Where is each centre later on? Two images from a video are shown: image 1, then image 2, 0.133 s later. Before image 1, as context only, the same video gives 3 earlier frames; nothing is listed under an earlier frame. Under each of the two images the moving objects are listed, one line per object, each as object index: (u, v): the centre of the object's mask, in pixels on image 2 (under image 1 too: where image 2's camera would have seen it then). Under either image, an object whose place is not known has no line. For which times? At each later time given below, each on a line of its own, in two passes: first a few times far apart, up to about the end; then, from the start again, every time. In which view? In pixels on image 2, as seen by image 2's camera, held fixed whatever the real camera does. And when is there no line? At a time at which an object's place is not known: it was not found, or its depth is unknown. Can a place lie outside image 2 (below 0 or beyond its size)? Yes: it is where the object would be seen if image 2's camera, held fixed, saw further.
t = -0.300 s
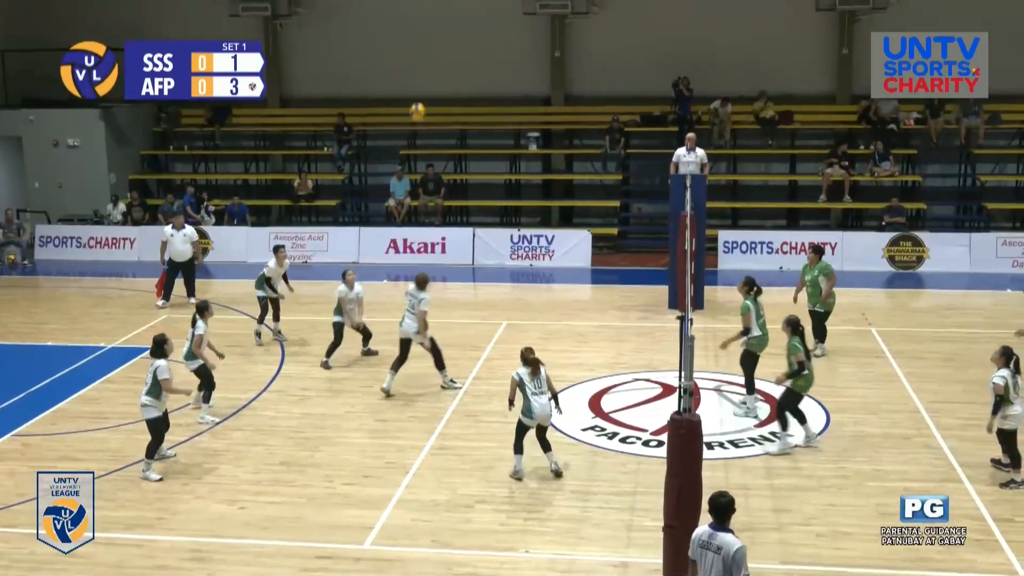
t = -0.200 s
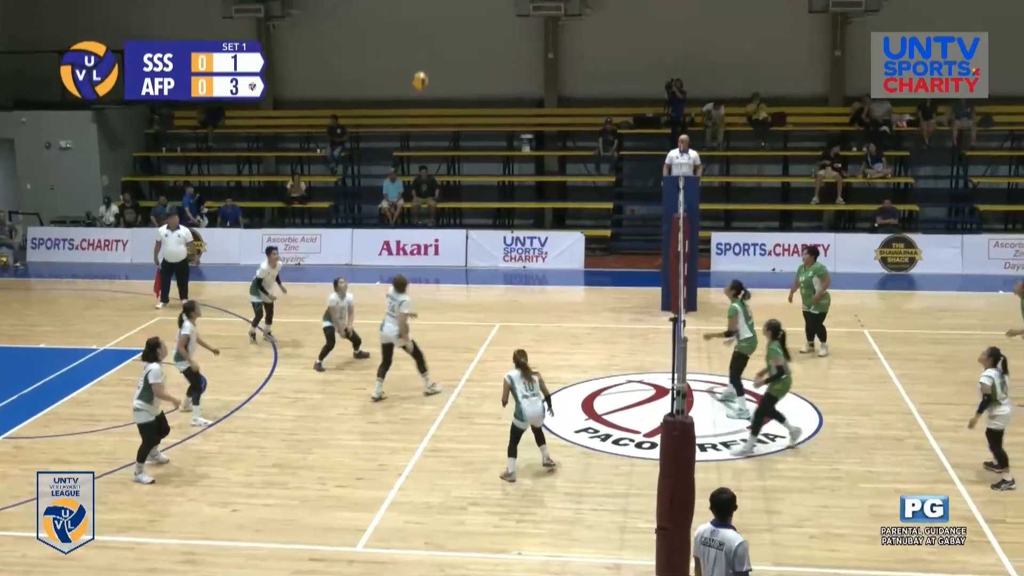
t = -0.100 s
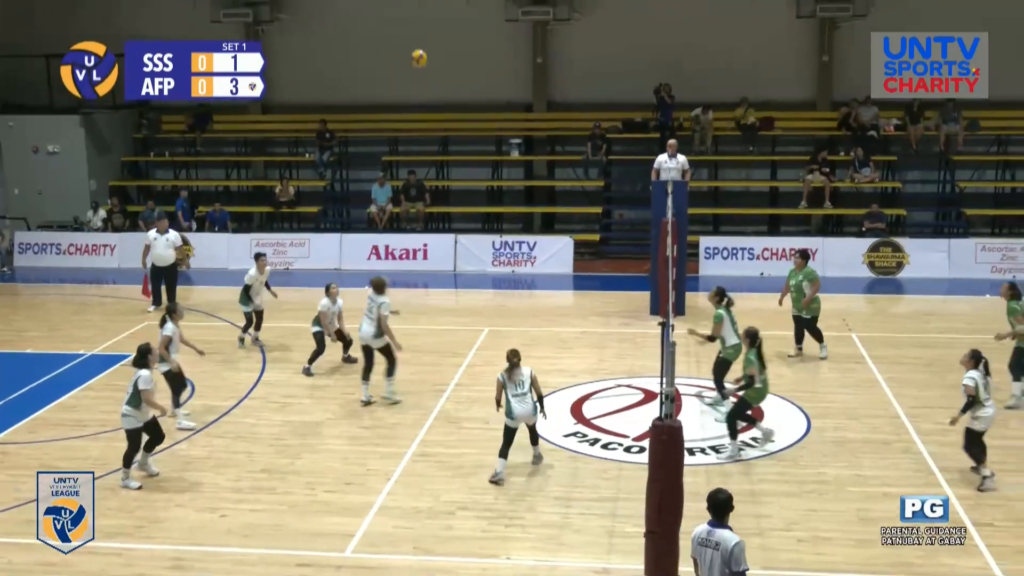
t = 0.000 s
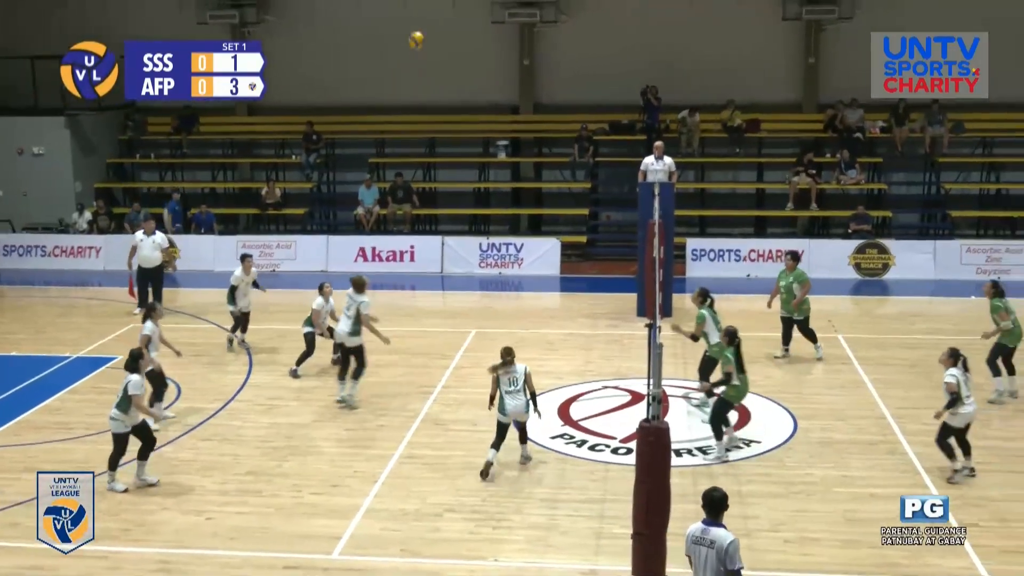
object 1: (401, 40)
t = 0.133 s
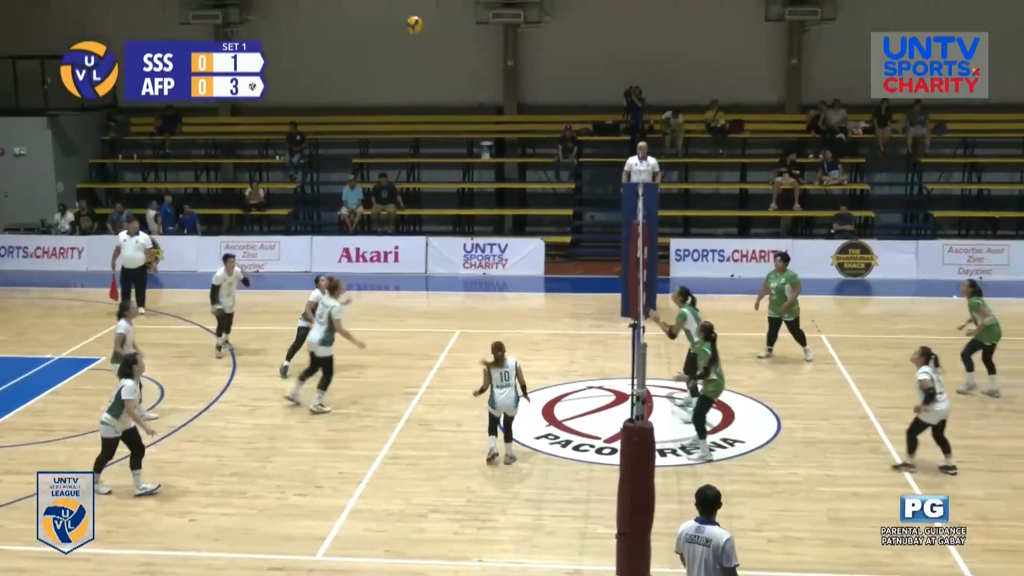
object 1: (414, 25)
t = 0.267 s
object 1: (428, 22)
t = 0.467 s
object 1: (451, 43)
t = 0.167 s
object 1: (418, 23)
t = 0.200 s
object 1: (421, 21)
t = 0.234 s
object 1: (425, 21)
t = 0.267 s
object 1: (428, 22)
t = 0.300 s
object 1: (433, 23)
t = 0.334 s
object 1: (436, 25)
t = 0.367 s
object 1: (440, 28)
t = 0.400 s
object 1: (444, 33)
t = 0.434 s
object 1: (447, 37)
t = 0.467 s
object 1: (451, 43)
